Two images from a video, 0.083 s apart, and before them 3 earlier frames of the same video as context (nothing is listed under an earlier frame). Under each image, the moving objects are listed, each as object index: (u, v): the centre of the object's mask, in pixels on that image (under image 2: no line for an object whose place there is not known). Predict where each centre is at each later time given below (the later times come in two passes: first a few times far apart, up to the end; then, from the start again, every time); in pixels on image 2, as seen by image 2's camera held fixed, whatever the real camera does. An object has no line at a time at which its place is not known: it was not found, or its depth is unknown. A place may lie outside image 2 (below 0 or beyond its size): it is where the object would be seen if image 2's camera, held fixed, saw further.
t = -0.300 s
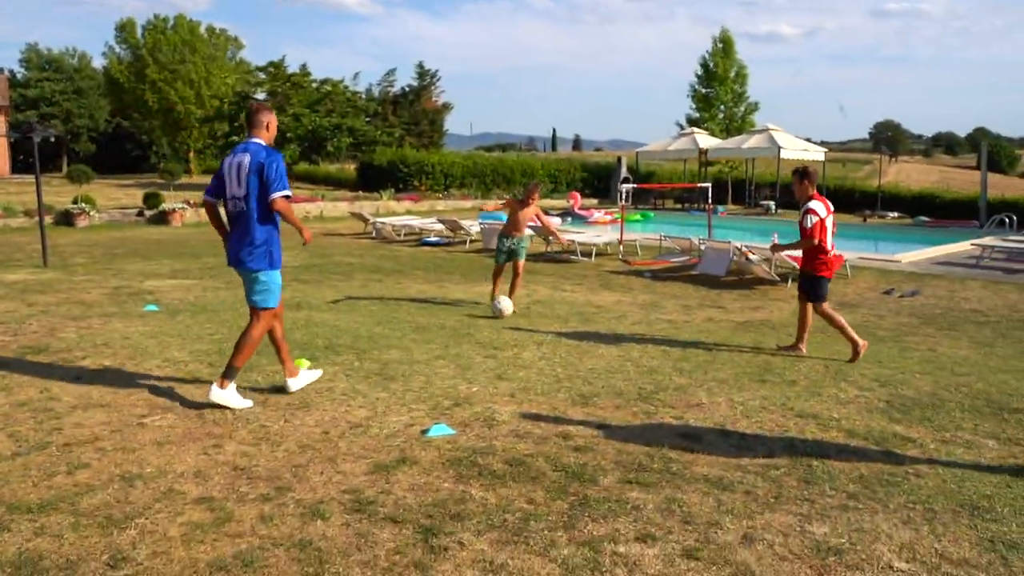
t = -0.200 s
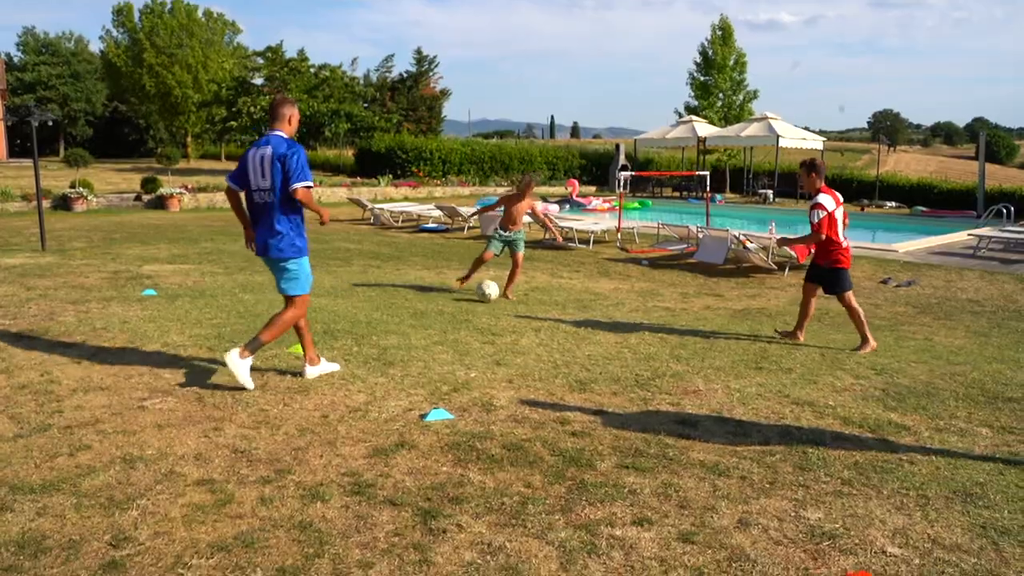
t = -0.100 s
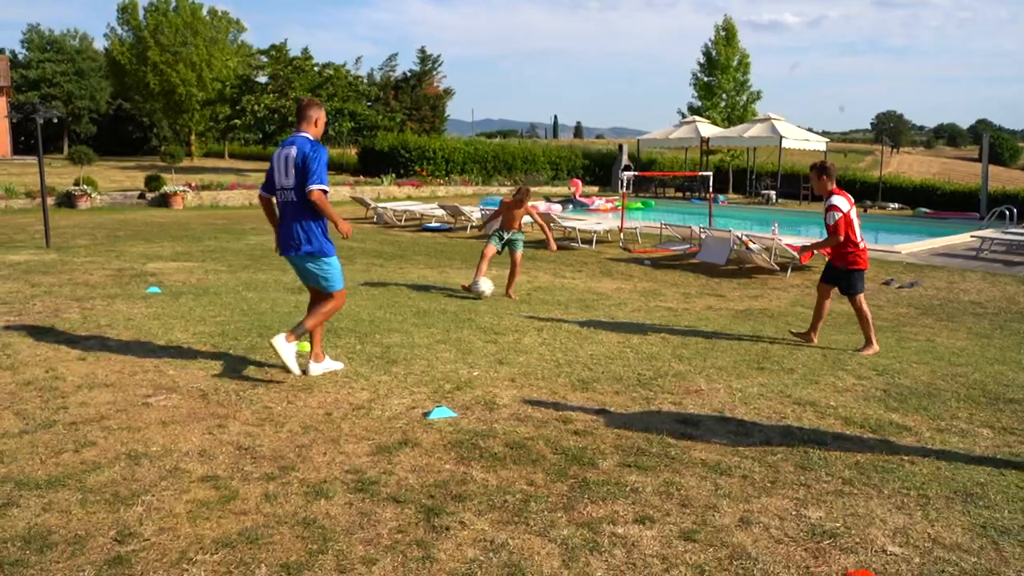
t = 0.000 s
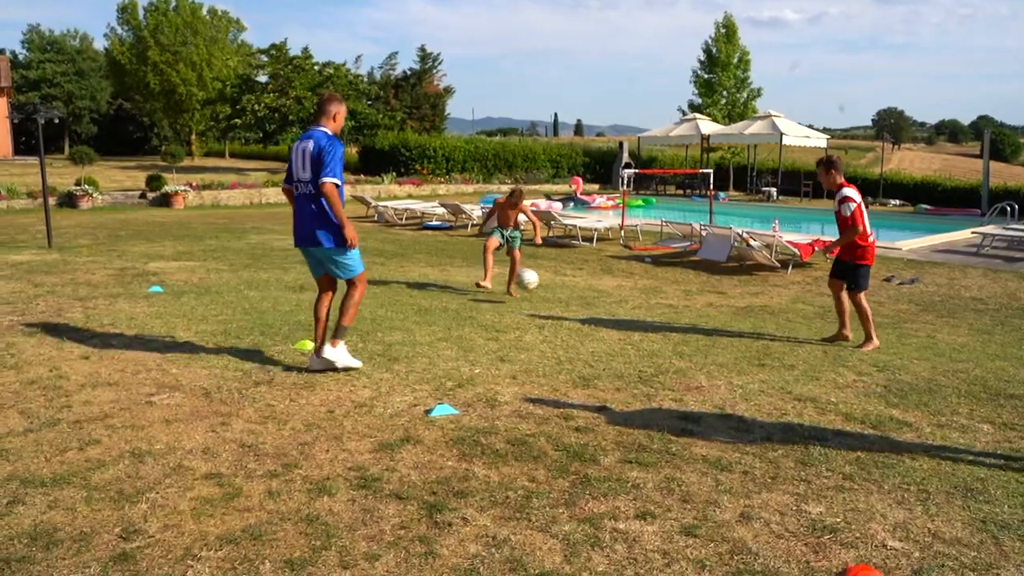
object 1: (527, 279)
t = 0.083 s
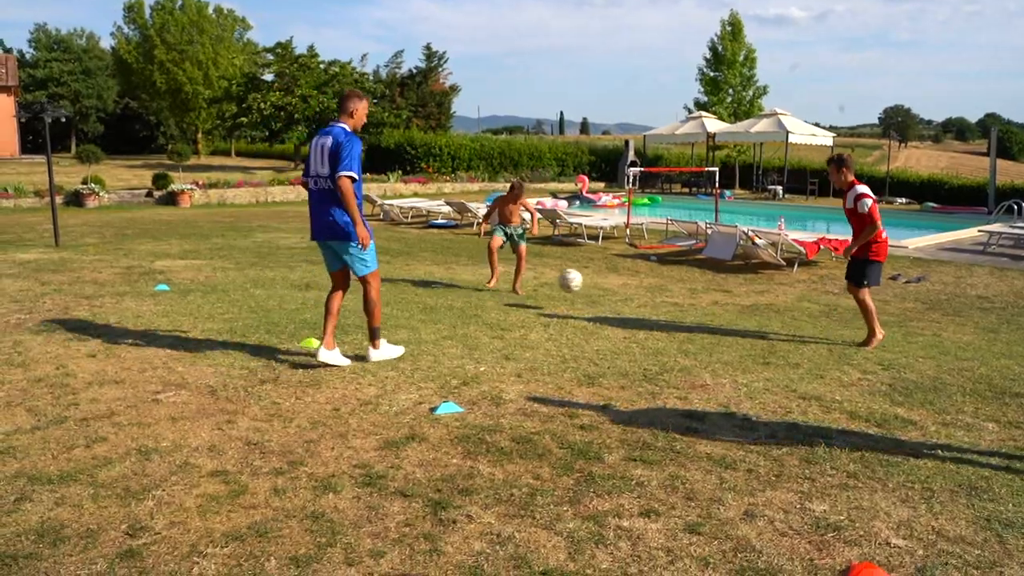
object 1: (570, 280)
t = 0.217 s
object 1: (636, 303)
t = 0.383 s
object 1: (712, 311)
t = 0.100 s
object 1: (578, 282)
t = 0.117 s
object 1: (587, 284)
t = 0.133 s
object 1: (595, 286)
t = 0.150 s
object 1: (603, 288)
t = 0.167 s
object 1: (611, 292)
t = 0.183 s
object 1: (619, 295)
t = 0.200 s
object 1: (628, 298)
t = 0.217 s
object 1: (636, 303)
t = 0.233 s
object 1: (646, 308)
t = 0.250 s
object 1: (654, 312)
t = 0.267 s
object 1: (664, 317)
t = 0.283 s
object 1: (671, 319)
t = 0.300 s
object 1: (678, 317)
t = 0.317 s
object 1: (685, 315)
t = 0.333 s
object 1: (691, 315)
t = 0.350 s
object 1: (698, 313)
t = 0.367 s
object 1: (706, 311)
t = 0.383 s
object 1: (712, 311)
